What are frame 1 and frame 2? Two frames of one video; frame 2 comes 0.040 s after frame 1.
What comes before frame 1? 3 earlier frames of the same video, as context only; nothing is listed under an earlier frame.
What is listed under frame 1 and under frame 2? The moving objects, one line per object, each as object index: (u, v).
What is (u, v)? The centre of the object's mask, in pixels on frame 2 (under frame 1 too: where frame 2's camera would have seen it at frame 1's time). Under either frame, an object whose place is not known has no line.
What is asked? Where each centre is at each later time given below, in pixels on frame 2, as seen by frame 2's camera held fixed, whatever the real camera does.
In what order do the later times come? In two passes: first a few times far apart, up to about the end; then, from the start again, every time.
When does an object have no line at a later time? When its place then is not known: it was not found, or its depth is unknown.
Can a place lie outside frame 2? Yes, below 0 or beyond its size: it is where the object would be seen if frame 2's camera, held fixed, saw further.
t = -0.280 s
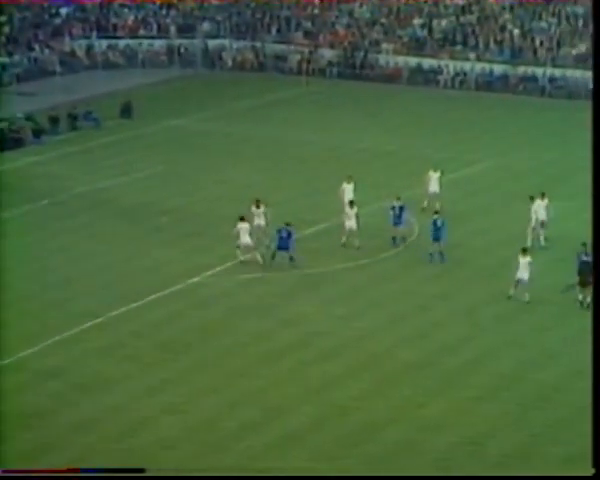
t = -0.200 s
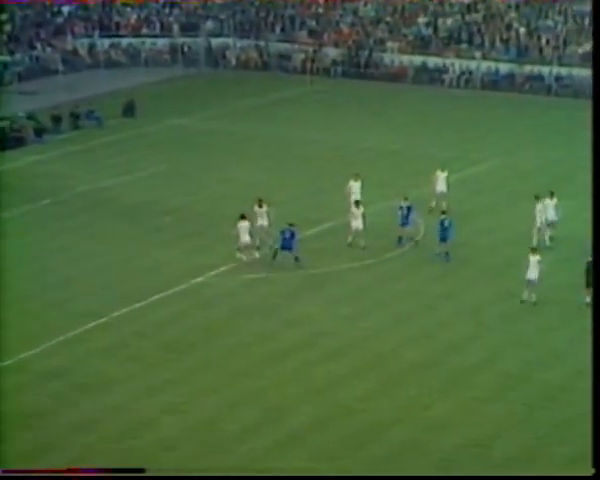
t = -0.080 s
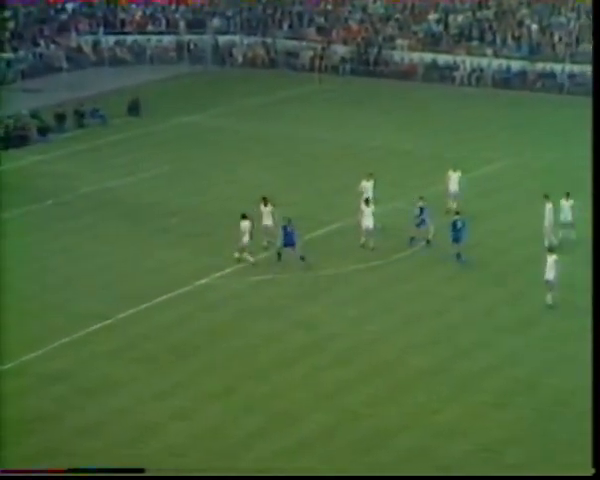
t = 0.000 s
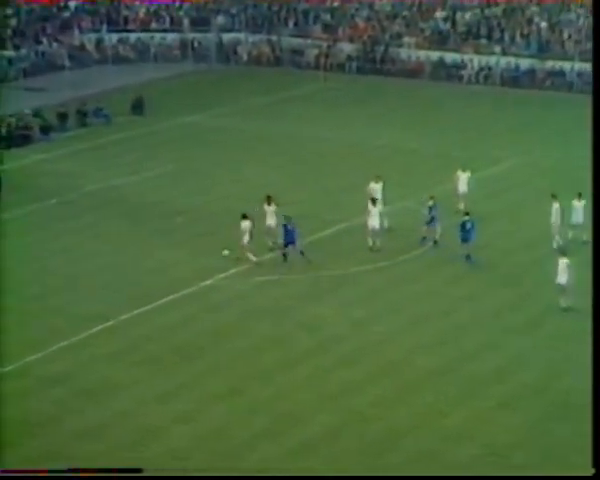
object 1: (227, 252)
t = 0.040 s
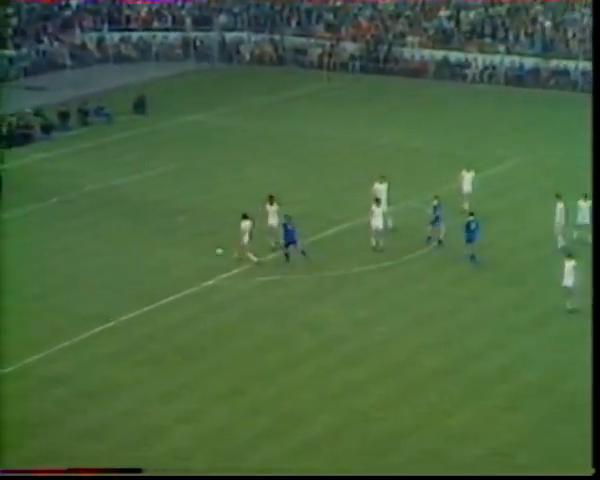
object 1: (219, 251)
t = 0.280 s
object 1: (172, 244)
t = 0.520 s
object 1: (135, 237)
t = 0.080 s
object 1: (209, 250)
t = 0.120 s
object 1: (202, 249)
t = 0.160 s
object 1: (193, 247)
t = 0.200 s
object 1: (186, 245)
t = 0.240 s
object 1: (179, 244)
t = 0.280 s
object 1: (172, 244)
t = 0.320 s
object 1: (165, 242)
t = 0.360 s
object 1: (159, 241)
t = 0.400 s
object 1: (153, 240)
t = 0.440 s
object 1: (147, 239)
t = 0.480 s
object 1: (141, 238)
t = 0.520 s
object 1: (135, 237)
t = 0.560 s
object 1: (128, 235)
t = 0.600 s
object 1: (123, 235)
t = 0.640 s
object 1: (117, 233)
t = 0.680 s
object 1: (111, 232)
